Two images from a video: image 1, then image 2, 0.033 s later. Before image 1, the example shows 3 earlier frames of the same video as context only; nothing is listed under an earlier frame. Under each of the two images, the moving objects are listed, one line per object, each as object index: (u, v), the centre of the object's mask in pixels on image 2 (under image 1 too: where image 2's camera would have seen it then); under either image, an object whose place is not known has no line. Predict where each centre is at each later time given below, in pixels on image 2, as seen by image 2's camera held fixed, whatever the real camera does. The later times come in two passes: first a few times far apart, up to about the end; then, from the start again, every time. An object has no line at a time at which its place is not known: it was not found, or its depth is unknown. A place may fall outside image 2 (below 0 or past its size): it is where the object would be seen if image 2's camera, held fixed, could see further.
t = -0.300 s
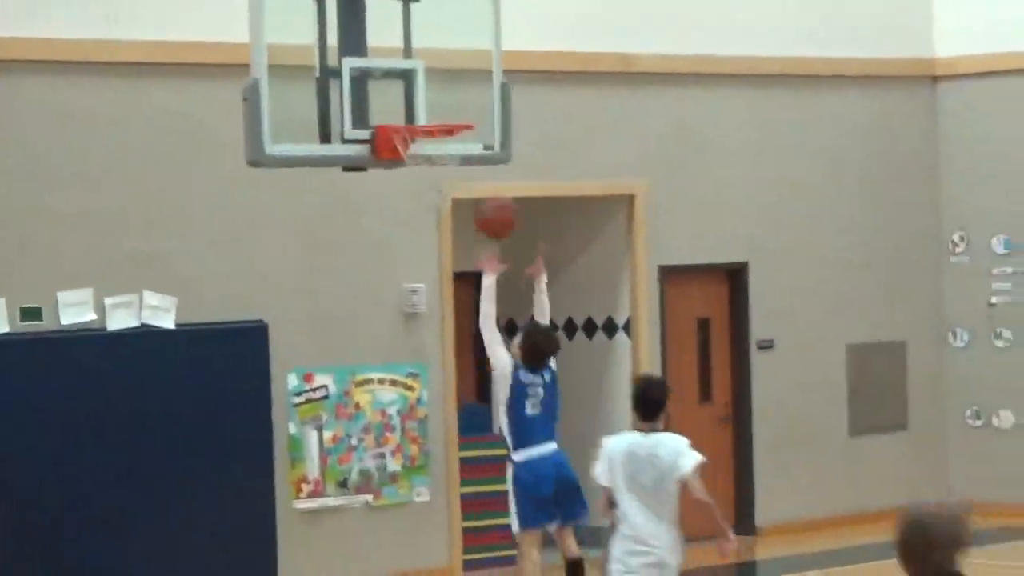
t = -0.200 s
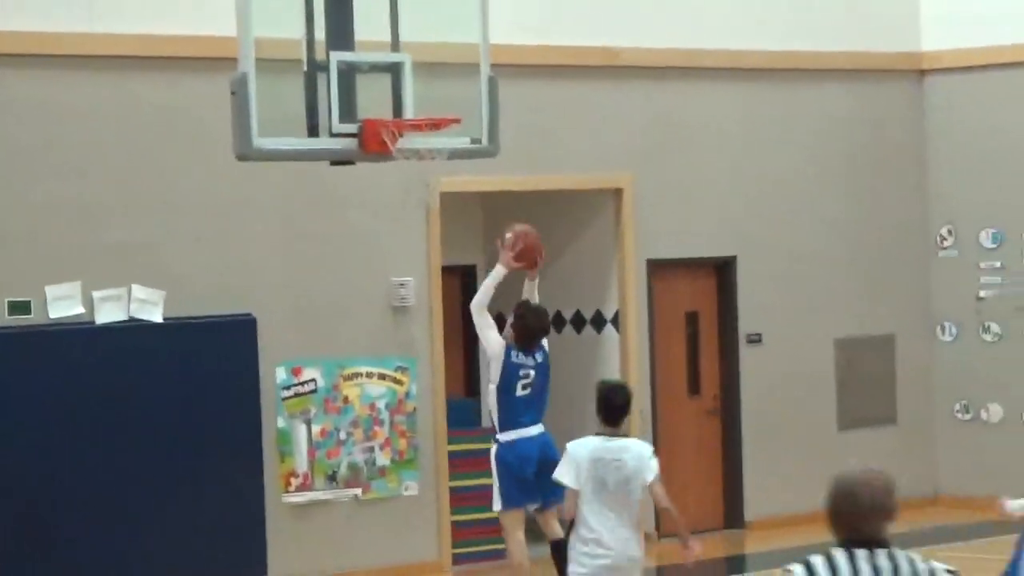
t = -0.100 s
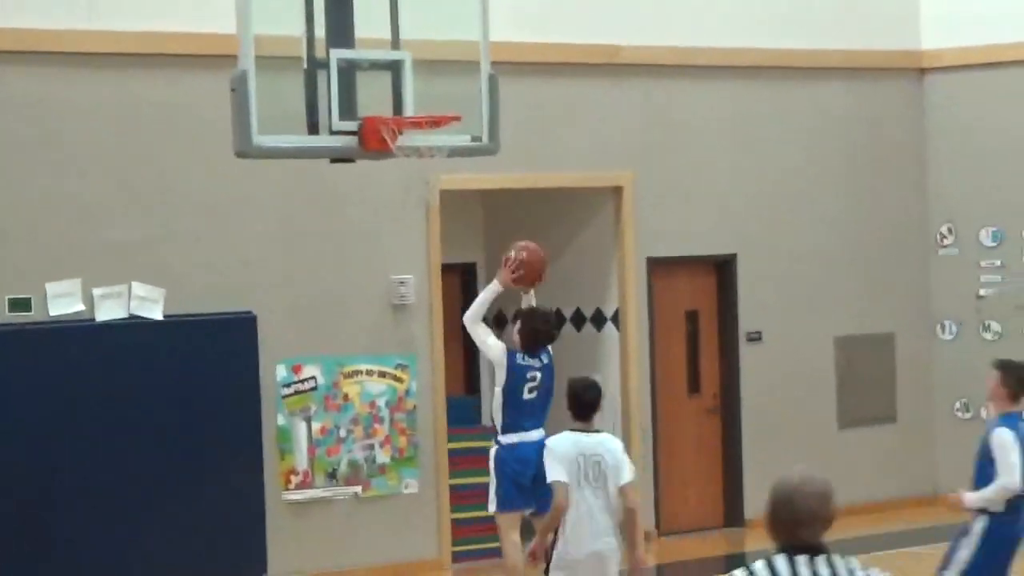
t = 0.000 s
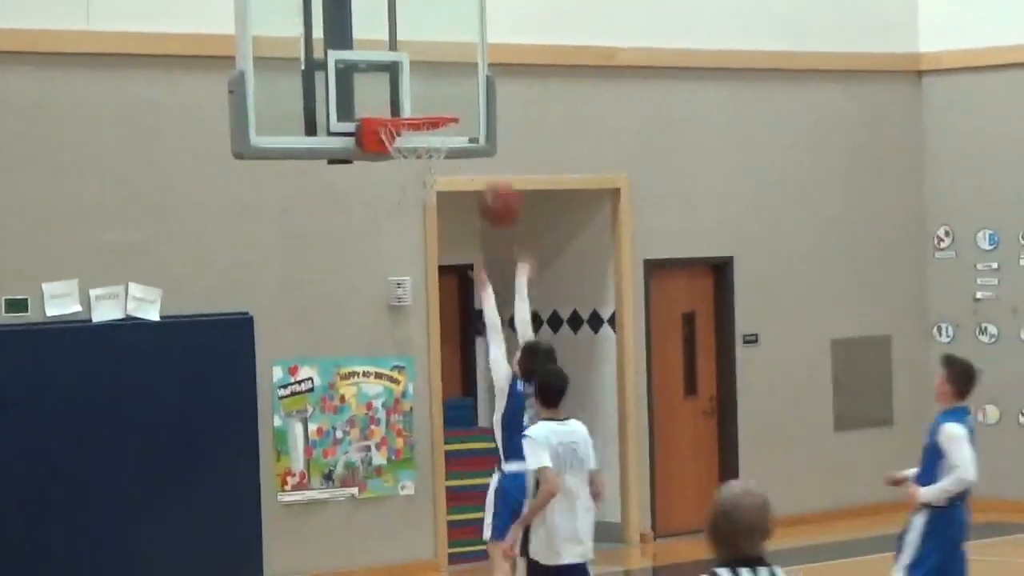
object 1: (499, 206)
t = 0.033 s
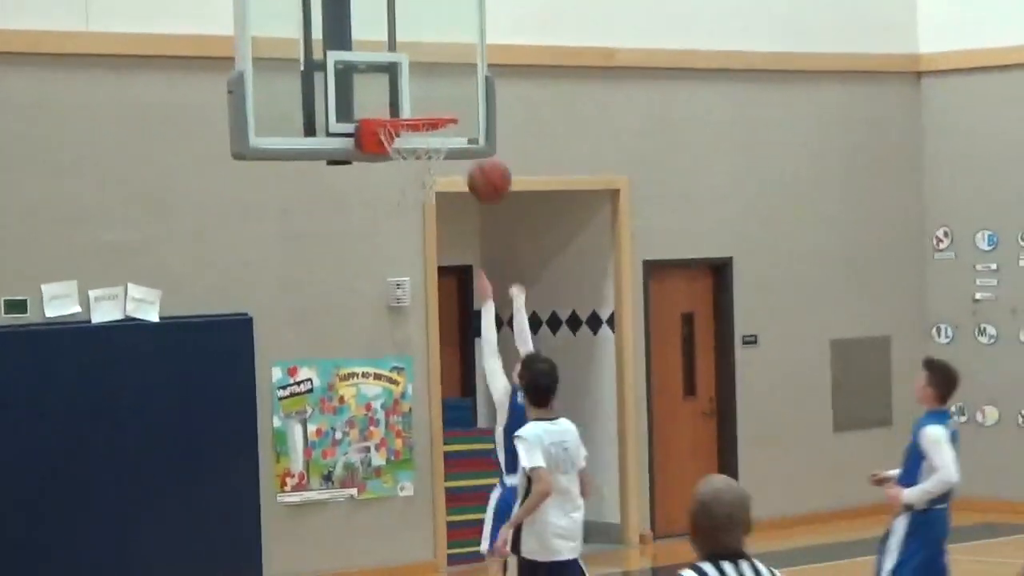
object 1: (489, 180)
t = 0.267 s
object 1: (424, 75)
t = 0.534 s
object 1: (399, 78)
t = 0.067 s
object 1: (480, 159)
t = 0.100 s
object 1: (470, 140)
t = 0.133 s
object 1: (461, 123)
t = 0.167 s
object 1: (451, 108)
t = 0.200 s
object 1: (441, 95)
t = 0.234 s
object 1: (432, 84)
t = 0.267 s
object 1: (424, 75)
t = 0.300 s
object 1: (416, 67)
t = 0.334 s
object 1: (407, 64)
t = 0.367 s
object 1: (399, 60)
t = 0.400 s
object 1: (392, 59)
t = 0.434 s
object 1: (384, 59)
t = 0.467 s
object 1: (380, 62)
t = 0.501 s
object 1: (389, 68)
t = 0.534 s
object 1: (399, 78)
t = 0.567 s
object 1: (408, 88)
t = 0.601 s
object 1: (417, 101)
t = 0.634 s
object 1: (427, 115)
